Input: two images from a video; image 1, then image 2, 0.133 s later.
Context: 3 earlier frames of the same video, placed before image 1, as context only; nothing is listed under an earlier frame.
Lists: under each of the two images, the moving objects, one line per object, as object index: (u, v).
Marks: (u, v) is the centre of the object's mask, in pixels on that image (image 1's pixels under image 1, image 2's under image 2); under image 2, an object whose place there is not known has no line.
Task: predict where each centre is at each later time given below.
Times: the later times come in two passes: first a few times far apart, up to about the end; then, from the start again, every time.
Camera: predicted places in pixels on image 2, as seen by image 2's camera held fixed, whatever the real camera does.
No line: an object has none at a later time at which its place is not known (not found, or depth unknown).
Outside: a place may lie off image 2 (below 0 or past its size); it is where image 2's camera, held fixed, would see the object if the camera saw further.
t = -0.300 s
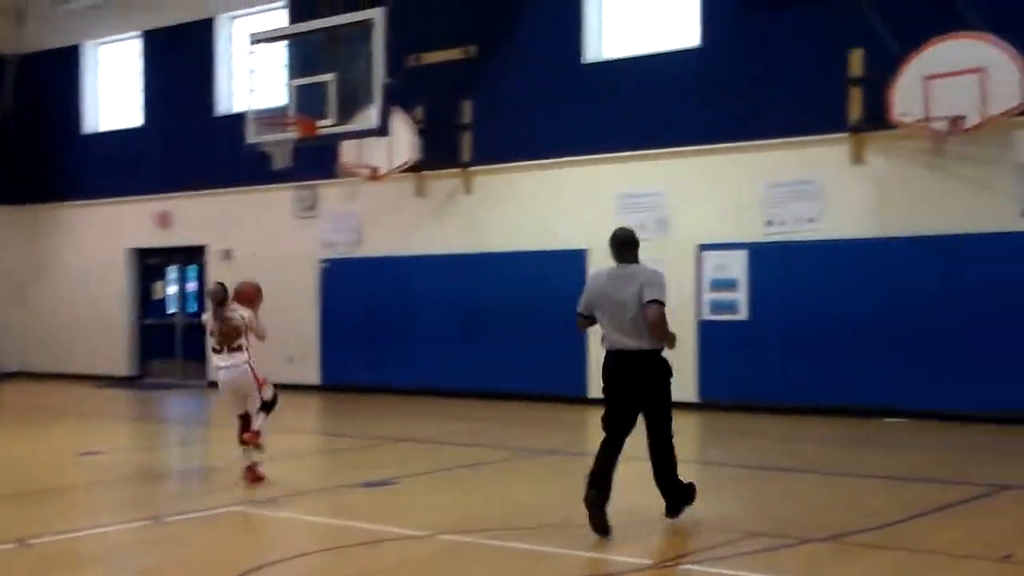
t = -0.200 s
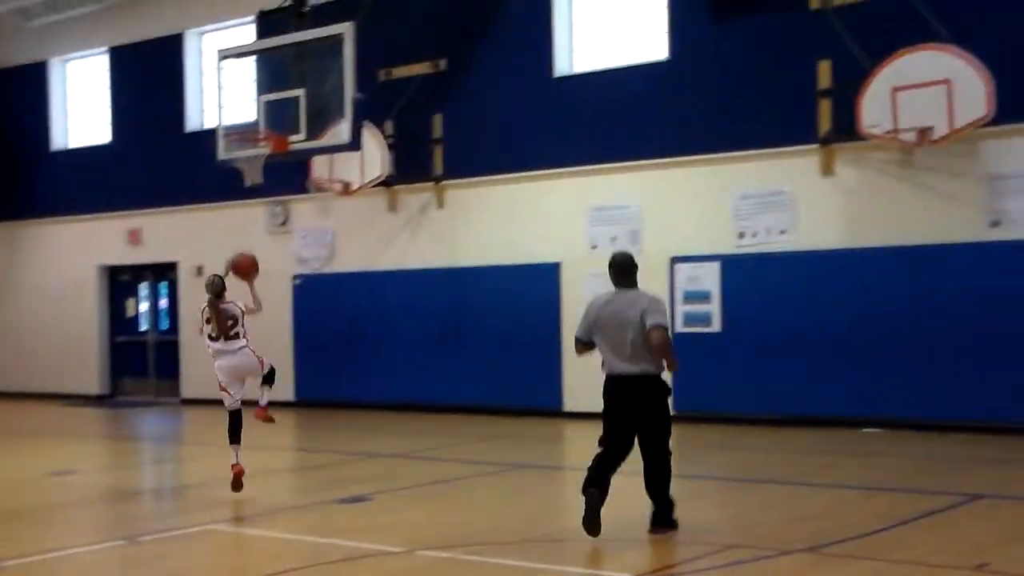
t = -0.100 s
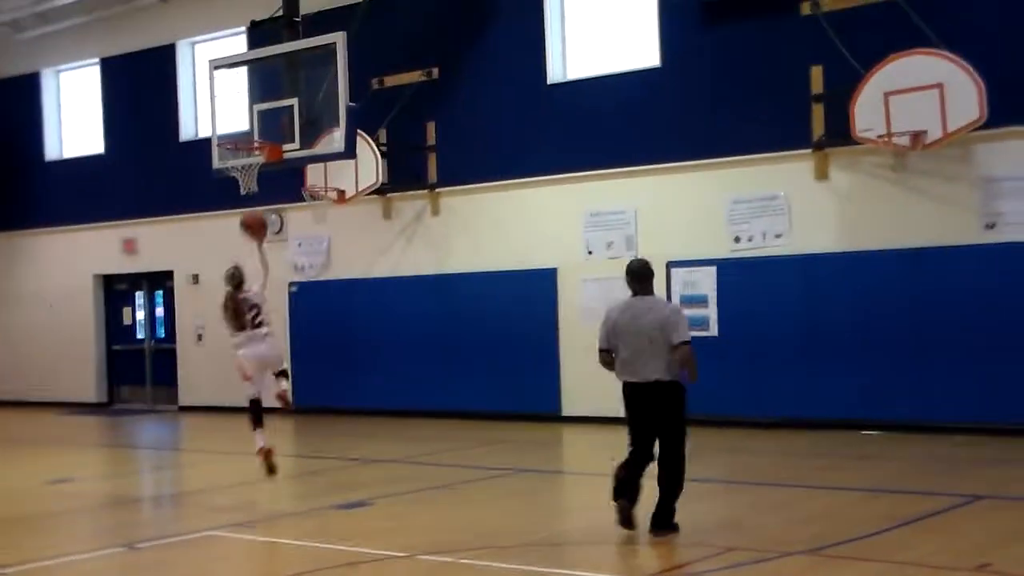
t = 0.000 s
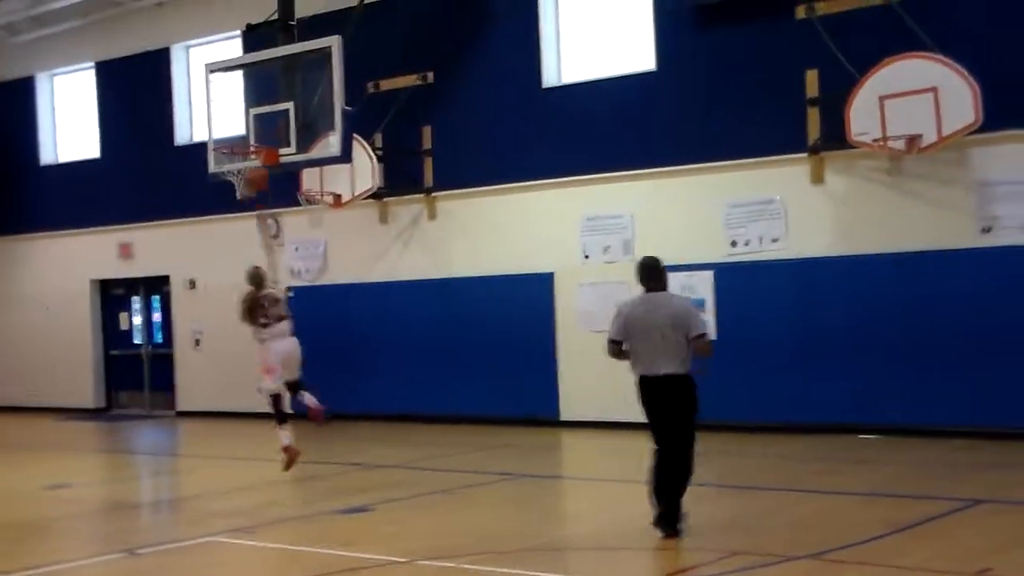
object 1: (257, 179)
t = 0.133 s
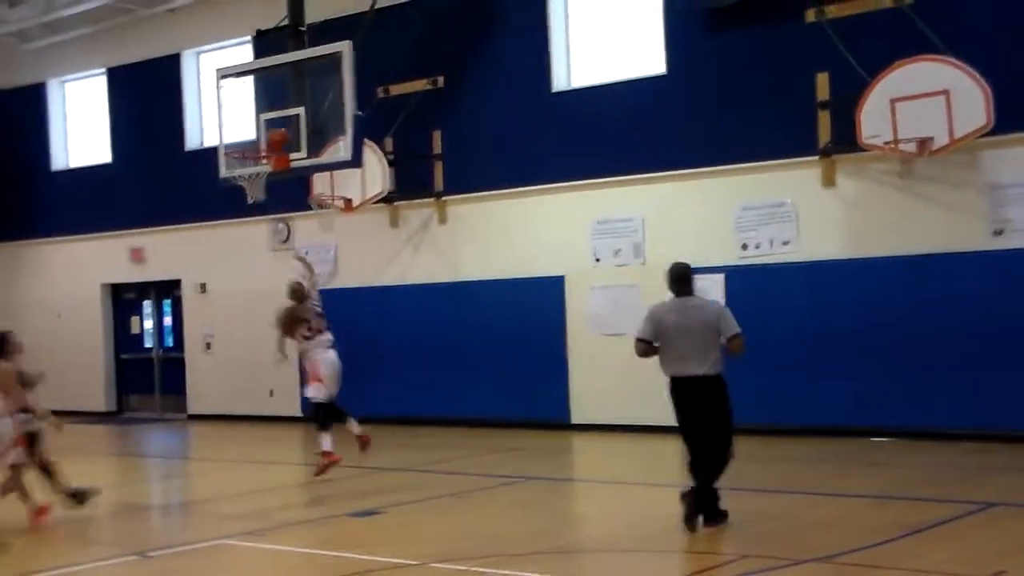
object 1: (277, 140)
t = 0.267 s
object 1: (288, 118)
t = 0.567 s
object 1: (236, 138)
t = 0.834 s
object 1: (222, 138)
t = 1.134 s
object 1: (199, 175)
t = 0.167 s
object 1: (279, 132)
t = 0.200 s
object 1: (280, 131)
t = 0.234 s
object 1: (286, 120)
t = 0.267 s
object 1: (288, 118)
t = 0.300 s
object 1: (291, 115)
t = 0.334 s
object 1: (284, 115)
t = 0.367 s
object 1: (276, 115)
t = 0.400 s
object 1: (270, 115)
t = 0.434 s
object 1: (262, 119)
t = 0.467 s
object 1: (255, 123)
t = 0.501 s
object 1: (248, 128)
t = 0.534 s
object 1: (241, 135)
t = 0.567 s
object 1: (236, 138)
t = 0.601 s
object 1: (234, 137)
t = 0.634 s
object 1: (232, 137)
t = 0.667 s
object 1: (232, 135)
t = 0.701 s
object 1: (230, 137)
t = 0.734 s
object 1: (228, 139)
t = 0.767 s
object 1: (226, 138)
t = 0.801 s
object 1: (224, 137)
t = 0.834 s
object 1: (222, 138)
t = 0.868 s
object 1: (219, 140)
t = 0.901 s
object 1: (217, 141)
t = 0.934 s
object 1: (215, 143)
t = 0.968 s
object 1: (212, 145)
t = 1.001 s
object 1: (210, 149)
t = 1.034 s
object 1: (207, 154)
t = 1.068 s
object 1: (204, 159)
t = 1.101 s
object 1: (201, 166)
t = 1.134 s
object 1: (199, 175)
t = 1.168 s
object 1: (196, 185)
